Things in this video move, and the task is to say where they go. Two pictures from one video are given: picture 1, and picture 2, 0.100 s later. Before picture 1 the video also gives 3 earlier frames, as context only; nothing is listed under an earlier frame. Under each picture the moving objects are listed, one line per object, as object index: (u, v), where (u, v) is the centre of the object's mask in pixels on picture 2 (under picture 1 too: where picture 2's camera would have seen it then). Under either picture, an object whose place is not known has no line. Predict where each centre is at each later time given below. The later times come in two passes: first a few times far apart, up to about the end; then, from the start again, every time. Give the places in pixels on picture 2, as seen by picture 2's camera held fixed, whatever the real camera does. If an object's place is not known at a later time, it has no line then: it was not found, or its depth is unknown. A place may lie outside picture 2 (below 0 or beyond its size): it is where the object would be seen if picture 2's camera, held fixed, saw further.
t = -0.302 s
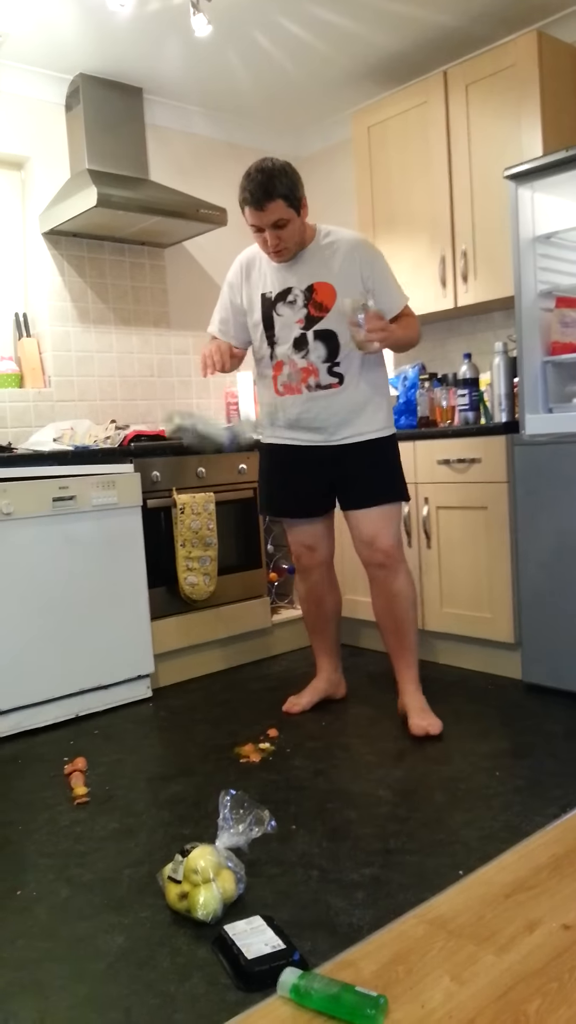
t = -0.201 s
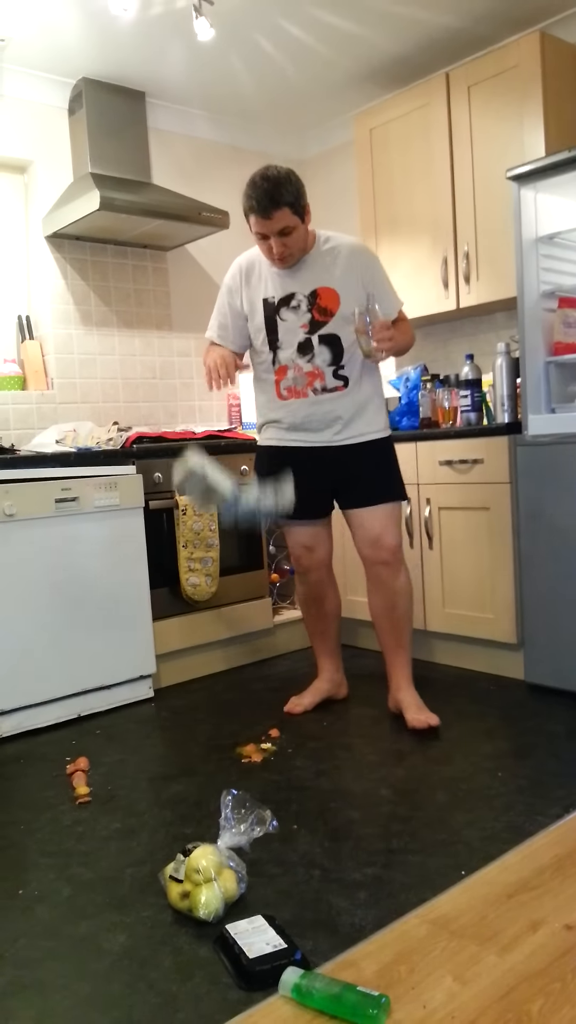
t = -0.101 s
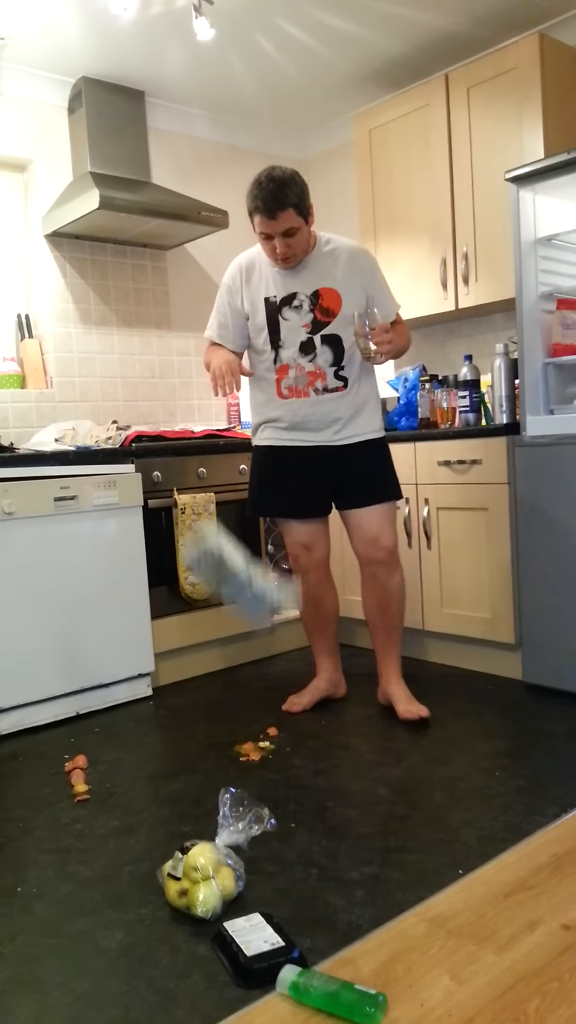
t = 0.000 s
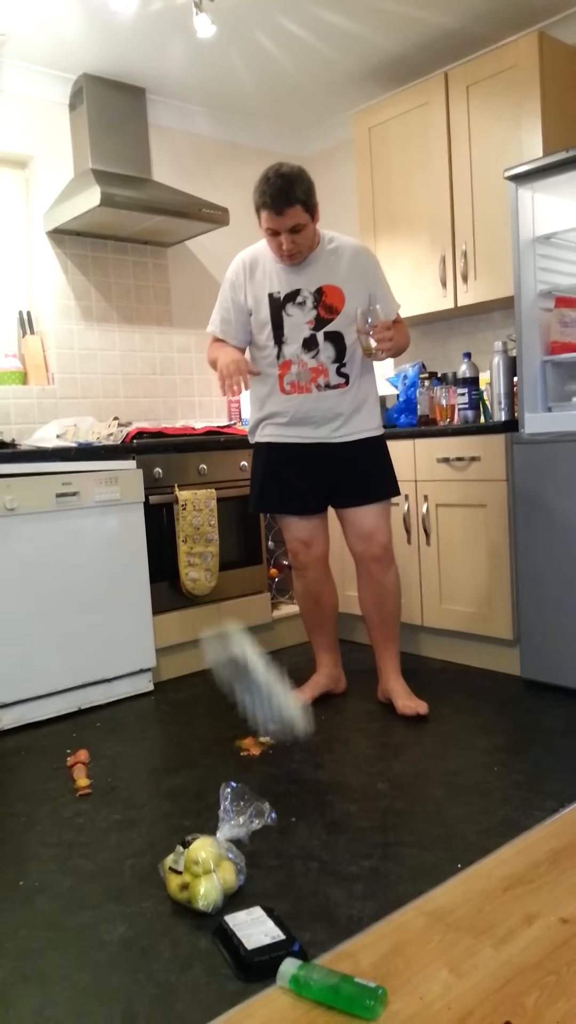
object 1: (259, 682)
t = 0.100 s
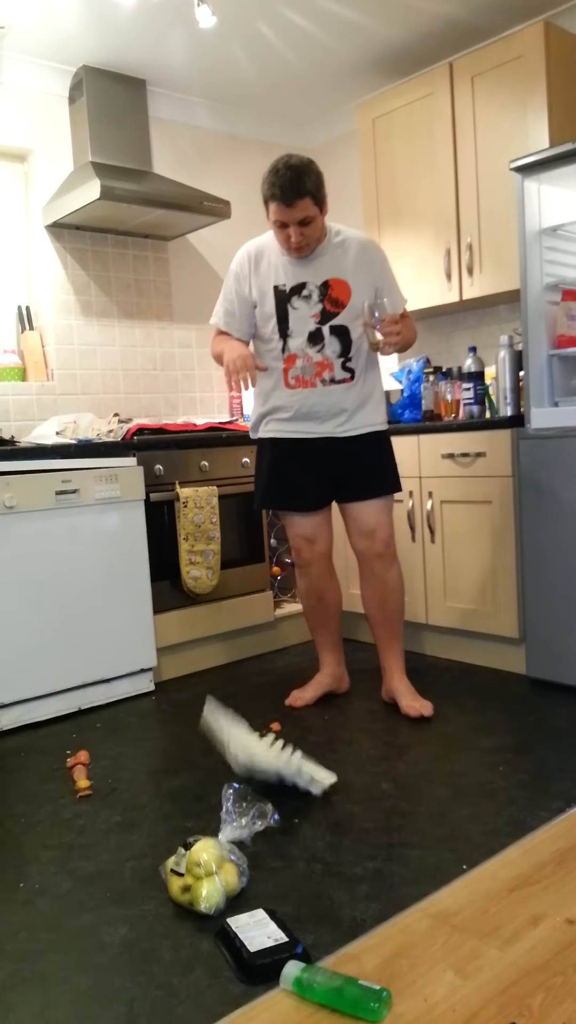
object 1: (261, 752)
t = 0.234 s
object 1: (258, 804)
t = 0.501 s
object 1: (254, 809)
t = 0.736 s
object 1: (254, 809)
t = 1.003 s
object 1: (254, 809)
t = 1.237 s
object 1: (254, 809)
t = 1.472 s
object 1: (254, 809)
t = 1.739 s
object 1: (254, 809)
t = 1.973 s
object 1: (254, 809)
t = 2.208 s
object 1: (254, 809)
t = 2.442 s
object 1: (254, 809)
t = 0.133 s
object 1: (261, 765)
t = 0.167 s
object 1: (260, 784)
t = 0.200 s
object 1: (256, 796)
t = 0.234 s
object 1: (258, 804)
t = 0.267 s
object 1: (255, 807)
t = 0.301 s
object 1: (255, 808)
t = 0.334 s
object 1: (254, 809)
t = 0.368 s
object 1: (255, 809)
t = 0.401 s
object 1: (255, 809)
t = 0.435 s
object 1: (254, 809)
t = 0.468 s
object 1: (254, 809)
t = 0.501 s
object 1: (254, 809)
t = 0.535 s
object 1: (254, 809)
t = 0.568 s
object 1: (254, 809)
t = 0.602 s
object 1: (254, 809)
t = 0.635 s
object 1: (254, 809)
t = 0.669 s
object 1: (254, 809)
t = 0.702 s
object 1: (254, 809)
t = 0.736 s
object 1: (254, 809)
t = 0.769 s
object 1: (254, 809)
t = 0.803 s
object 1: (254, 809)
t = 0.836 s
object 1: (254, 809)
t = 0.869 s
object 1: (254, 809)
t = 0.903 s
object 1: (254, 809)
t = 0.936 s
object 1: (254, 809)
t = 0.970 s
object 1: (254, 809)
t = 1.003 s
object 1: (254, 809)
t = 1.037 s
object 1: (254, 809)
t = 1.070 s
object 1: (254, 809)
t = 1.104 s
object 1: (254, 809)
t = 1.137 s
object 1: (254, 809)
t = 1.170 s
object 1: (254, 809)
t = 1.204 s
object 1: (254, 809)
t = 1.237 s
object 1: (254, 809)
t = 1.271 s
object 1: (254, 809)
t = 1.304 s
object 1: (254, 809)
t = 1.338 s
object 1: (254, 809)
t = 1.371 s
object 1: (254, 809)
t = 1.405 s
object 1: (254, 809)
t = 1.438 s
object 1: (253, 809)
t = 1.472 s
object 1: (254, 809)
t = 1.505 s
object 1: (254, 809)
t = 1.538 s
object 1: (254, 809)
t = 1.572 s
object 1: (254, 809)
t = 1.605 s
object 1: (254, 809)
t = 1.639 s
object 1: (254, 809)
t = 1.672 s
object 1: (254, 809)
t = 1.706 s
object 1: (254, 809)
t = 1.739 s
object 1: (254, 809)
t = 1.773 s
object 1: (254, 809)
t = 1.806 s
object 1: (254, 809)
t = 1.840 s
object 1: (254, 809)
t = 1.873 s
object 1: (254, 809)
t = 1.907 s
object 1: (254, 809)
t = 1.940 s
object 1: (254, 809)
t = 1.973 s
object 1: (254, 809)
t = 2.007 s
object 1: (254, 809)
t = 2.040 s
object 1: (254, 809)
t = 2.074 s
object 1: (254, 809)
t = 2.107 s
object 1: (254, 809)
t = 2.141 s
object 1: (254, 809)
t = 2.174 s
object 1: (254, 809)
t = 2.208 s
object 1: (254, 809)
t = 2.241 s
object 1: (254, 809)
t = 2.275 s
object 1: (254, 809)
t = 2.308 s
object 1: (254, 809)
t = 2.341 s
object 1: (254, 809)
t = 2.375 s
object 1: (254, 809)
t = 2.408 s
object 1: (254, 809)
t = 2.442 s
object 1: (254, 809)
